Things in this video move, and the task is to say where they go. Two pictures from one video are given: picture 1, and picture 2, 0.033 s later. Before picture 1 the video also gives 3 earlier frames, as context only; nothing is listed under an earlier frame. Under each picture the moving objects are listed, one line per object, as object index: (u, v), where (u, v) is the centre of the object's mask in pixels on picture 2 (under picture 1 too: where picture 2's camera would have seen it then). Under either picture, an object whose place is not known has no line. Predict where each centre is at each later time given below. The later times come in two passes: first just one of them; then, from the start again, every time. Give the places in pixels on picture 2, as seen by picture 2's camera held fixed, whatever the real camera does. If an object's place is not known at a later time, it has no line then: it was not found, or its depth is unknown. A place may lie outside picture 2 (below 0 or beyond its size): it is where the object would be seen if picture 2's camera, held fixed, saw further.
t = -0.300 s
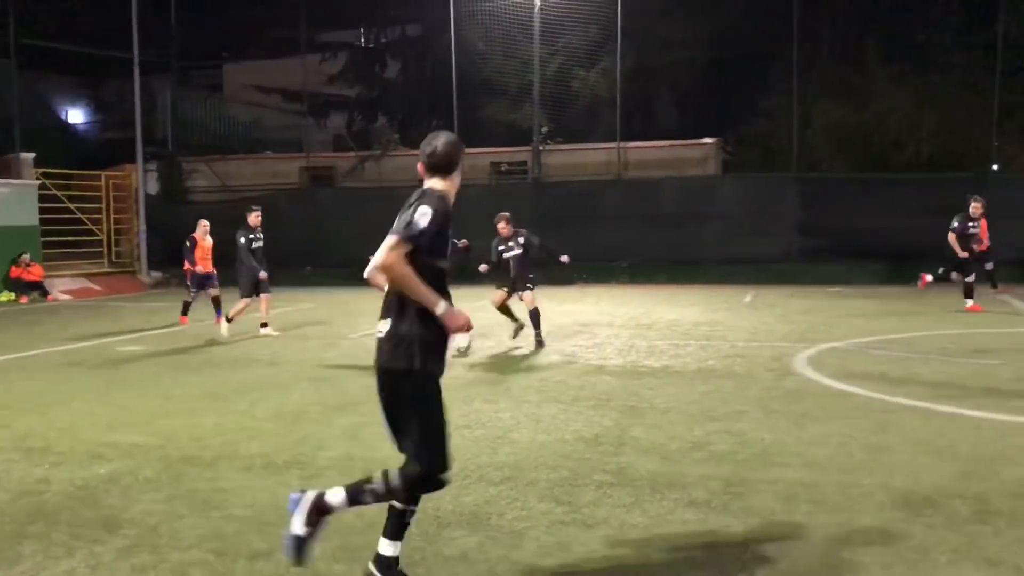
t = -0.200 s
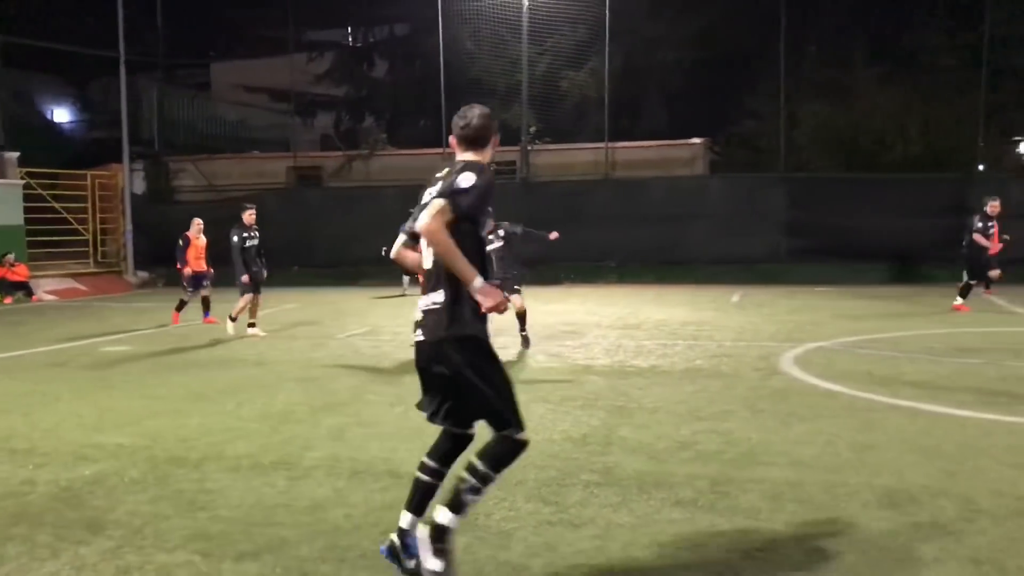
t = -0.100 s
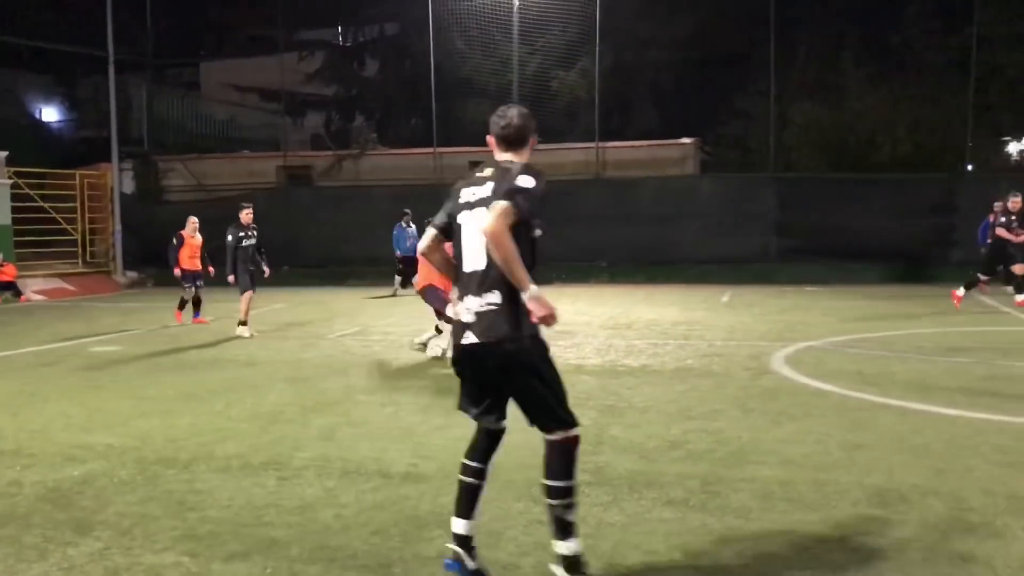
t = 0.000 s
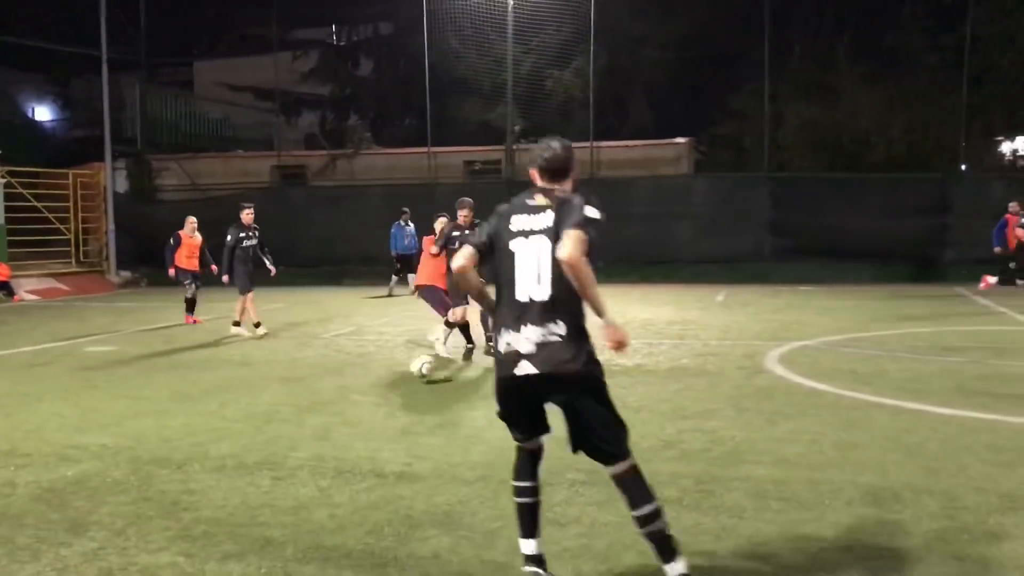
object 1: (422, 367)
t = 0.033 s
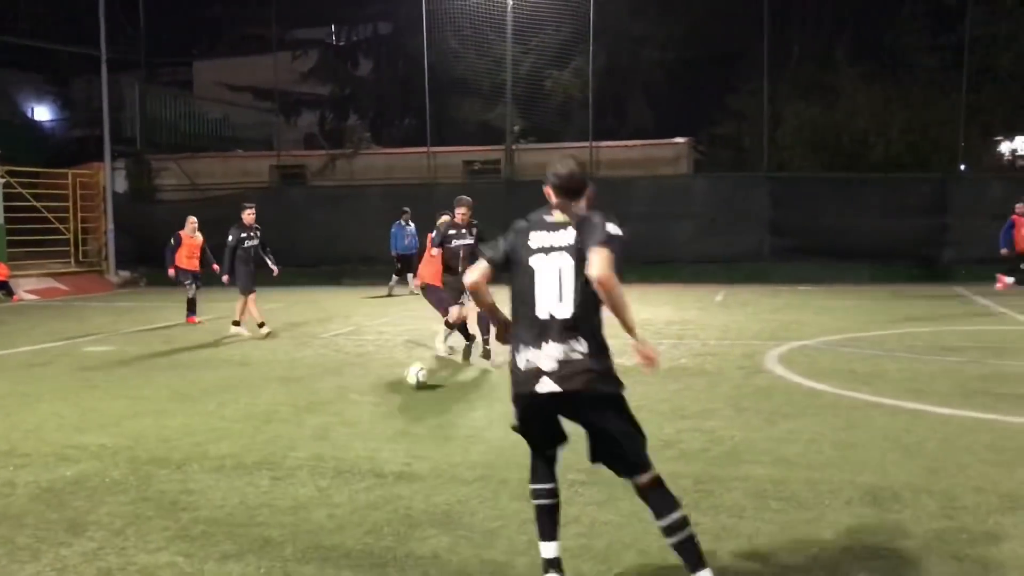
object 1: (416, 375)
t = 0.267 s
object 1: (380, 416)
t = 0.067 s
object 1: (413, 382)
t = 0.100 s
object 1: (408, 383)
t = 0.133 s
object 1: (403, 387)
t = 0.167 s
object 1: (398, 392)
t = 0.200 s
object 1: (392, 397)
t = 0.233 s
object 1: (386, 405)
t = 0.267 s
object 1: (380, 416)
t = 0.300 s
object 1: (373, 424)
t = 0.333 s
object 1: (365, 427)
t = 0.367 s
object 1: (357, 433)
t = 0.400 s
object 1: (348, 439)
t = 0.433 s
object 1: (339, 450)
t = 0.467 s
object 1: (331, 461)
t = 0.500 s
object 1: (319, 464)
